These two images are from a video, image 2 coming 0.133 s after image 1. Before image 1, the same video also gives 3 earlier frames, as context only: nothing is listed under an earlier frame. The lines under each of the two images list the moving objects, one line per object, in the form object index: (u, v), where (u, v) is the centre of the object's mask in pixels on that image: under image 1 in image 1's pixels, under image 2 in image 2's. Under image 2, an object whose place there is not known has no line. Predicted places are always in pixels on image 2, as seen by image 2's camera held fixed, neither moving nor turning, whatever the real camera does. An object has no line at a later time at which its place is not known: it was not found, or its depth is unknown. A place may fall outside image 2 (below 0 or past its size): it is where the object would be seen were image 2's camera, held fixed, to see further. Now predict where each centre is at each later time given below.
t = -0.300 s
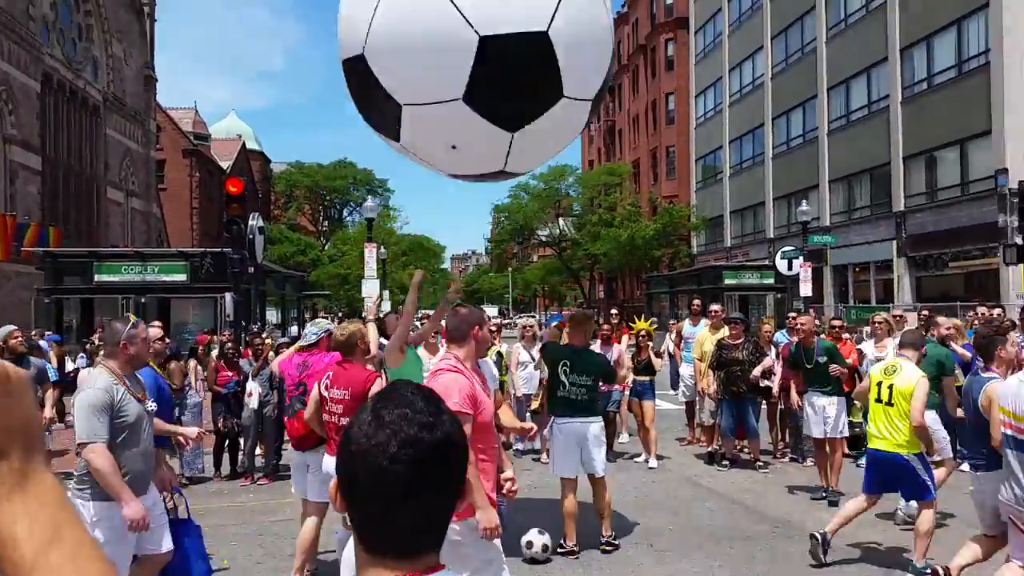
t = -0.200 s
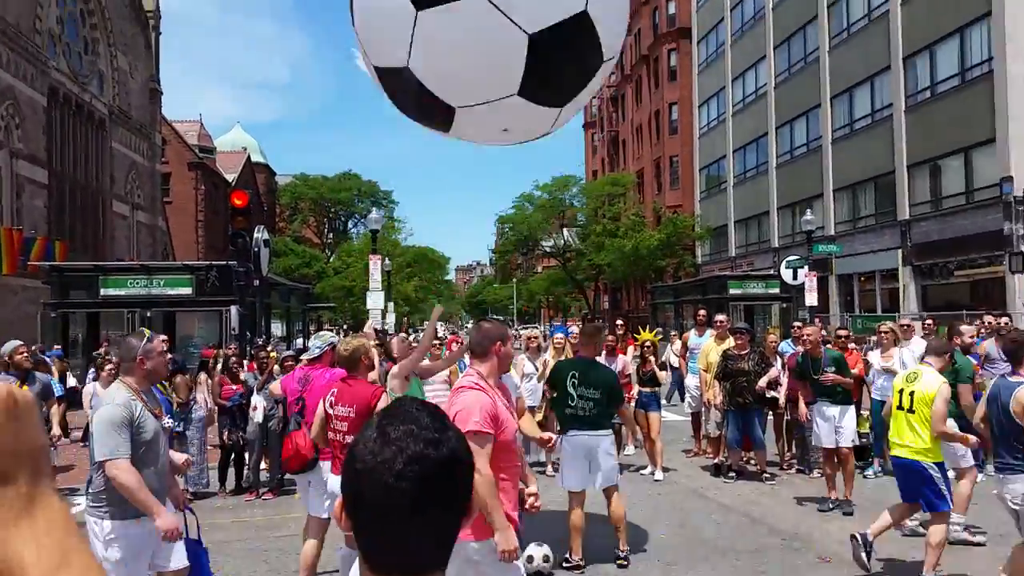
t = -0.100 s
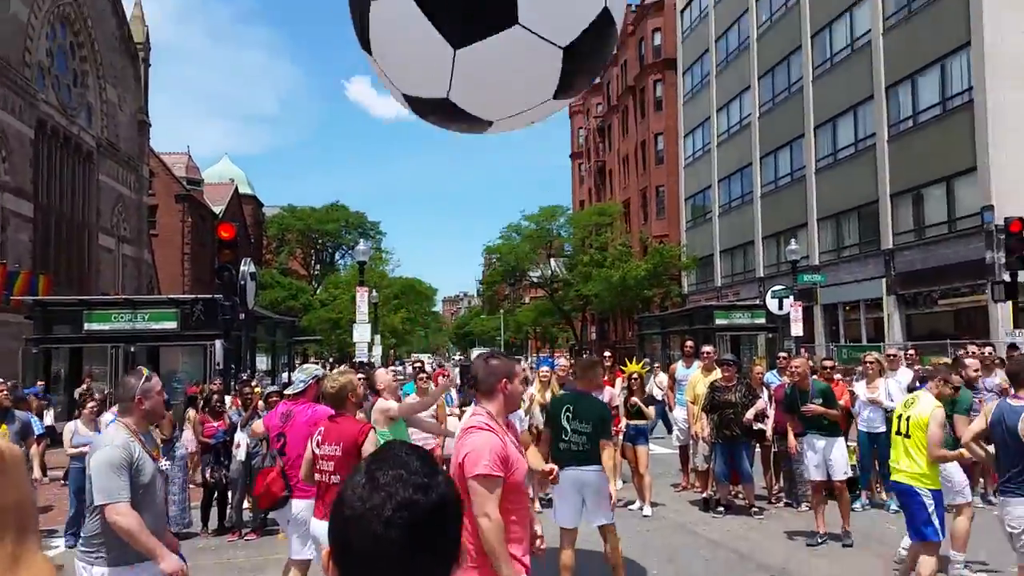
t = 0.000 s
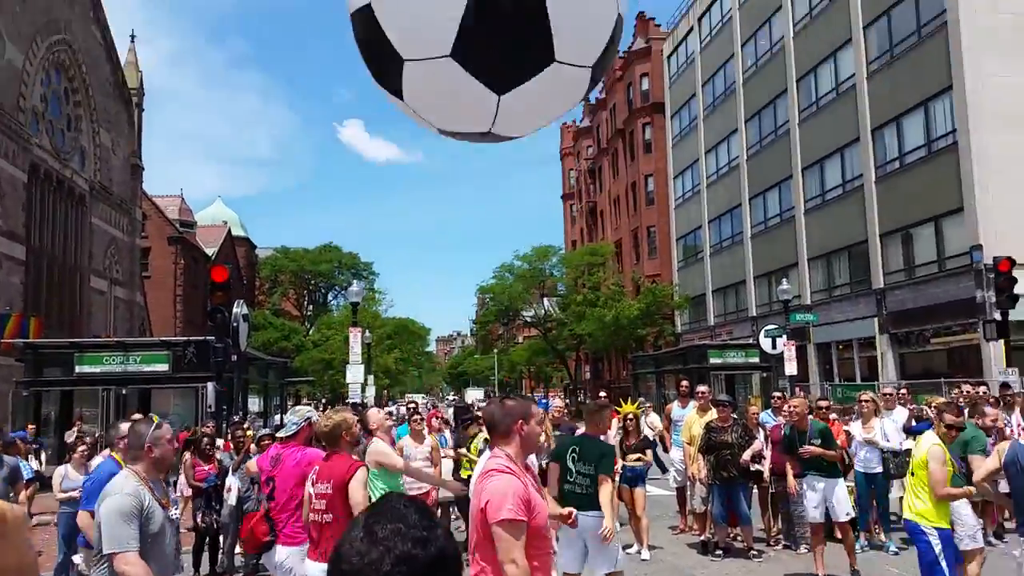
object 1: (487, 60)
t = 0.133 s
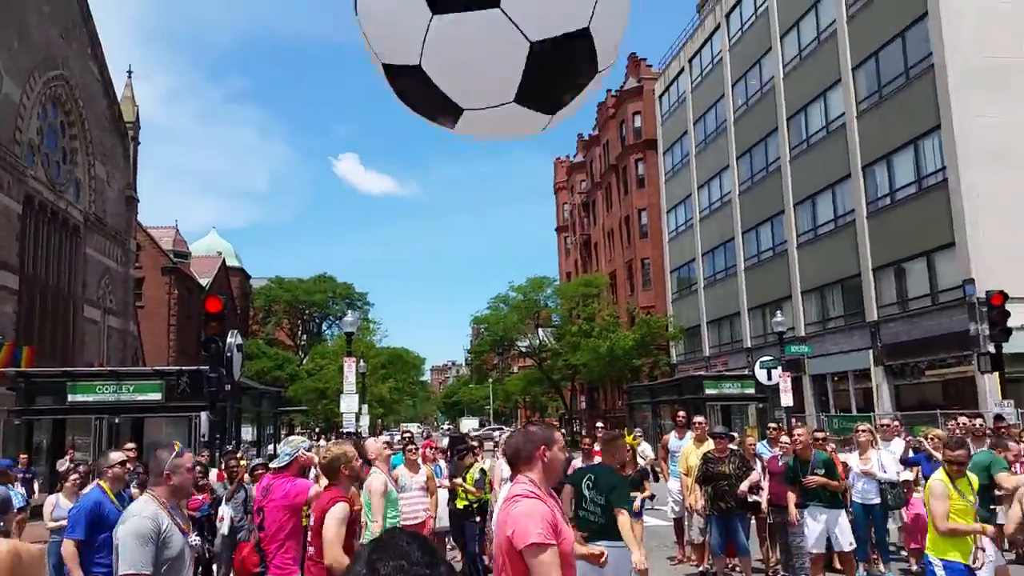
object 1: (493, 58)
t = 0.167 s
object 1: (494, 53)
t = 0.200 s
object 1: (493, 57)
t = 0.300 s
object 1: (499, 42)
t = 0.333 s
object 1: (512, 31)
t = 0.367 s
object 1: (517, 23)
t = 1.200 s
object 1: (544, -82)
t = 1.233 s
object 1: (551, -71)
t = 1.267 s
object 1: (550, -64)
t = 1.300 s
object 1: (552, -58)
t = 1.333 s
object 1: (556, -44)
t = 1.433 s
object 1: (552, -16)
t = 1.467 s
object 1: (548, 1)
